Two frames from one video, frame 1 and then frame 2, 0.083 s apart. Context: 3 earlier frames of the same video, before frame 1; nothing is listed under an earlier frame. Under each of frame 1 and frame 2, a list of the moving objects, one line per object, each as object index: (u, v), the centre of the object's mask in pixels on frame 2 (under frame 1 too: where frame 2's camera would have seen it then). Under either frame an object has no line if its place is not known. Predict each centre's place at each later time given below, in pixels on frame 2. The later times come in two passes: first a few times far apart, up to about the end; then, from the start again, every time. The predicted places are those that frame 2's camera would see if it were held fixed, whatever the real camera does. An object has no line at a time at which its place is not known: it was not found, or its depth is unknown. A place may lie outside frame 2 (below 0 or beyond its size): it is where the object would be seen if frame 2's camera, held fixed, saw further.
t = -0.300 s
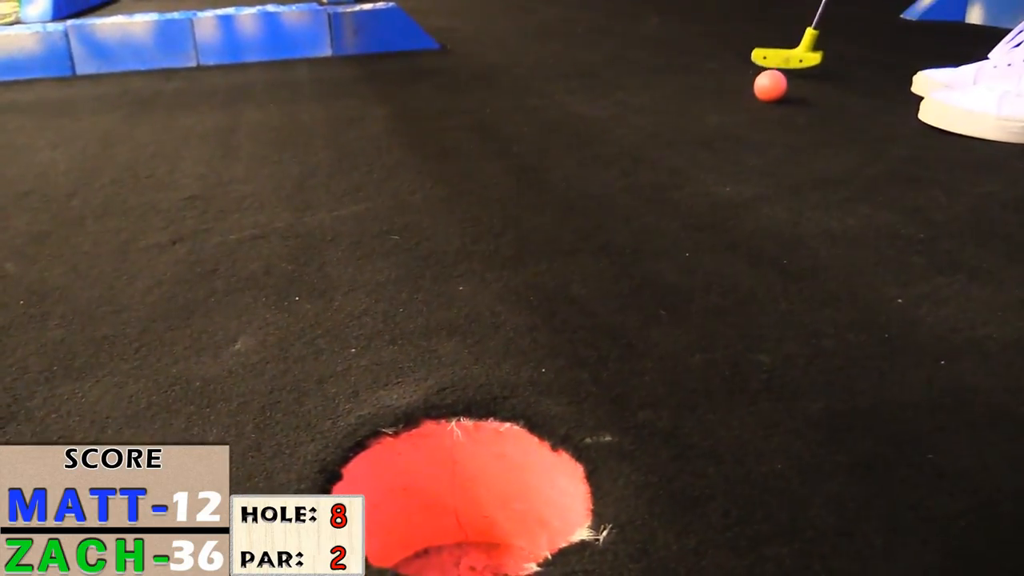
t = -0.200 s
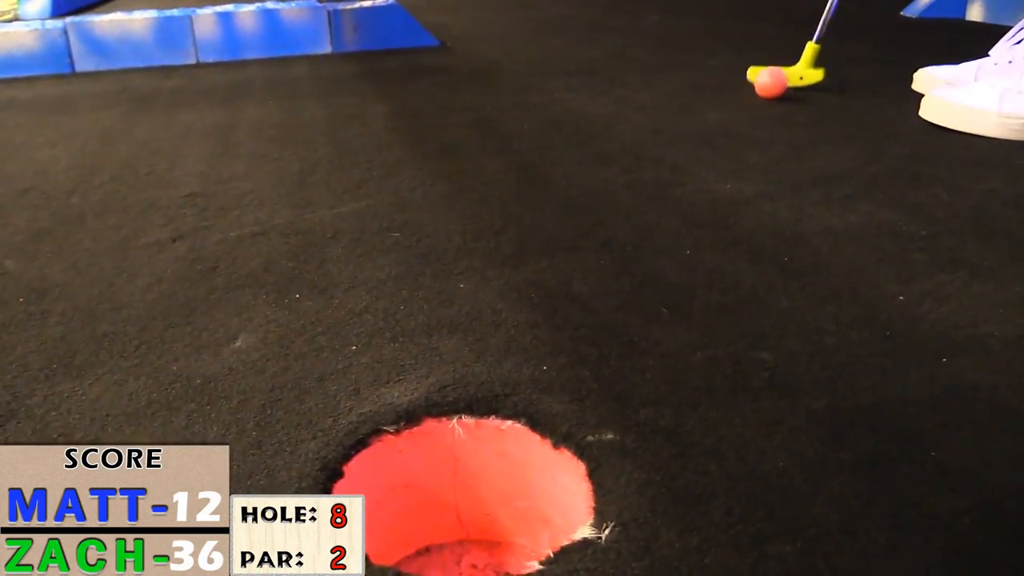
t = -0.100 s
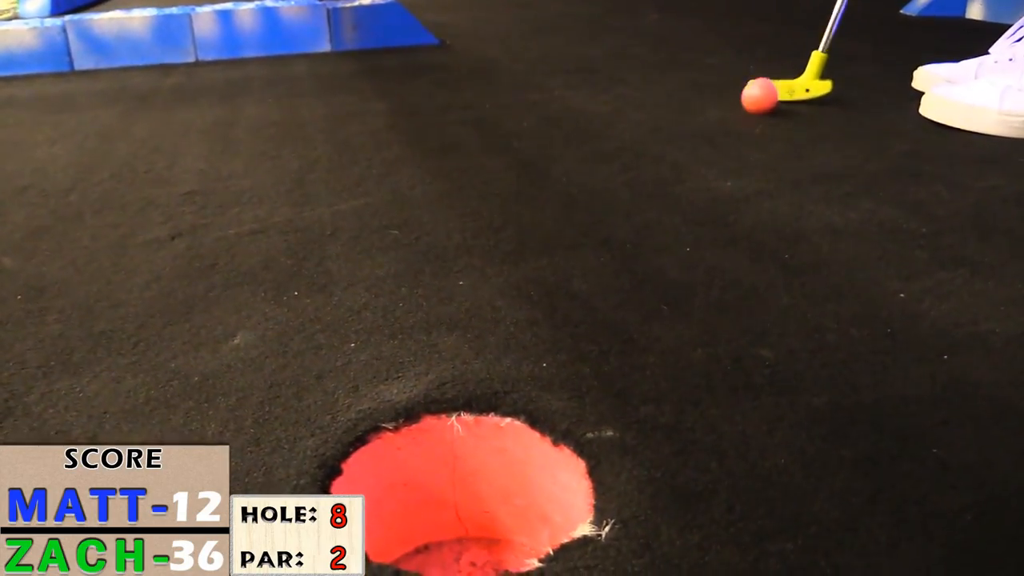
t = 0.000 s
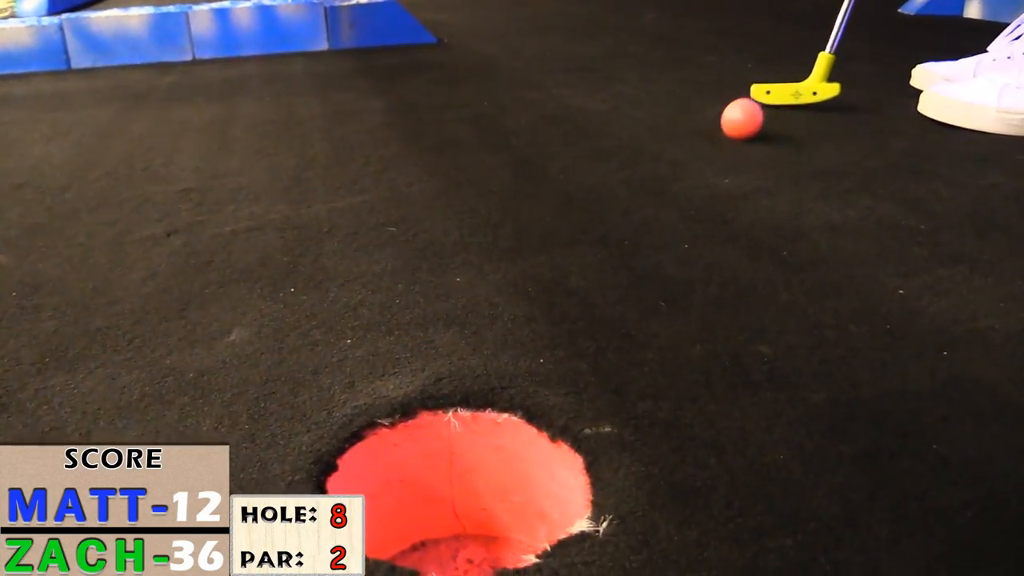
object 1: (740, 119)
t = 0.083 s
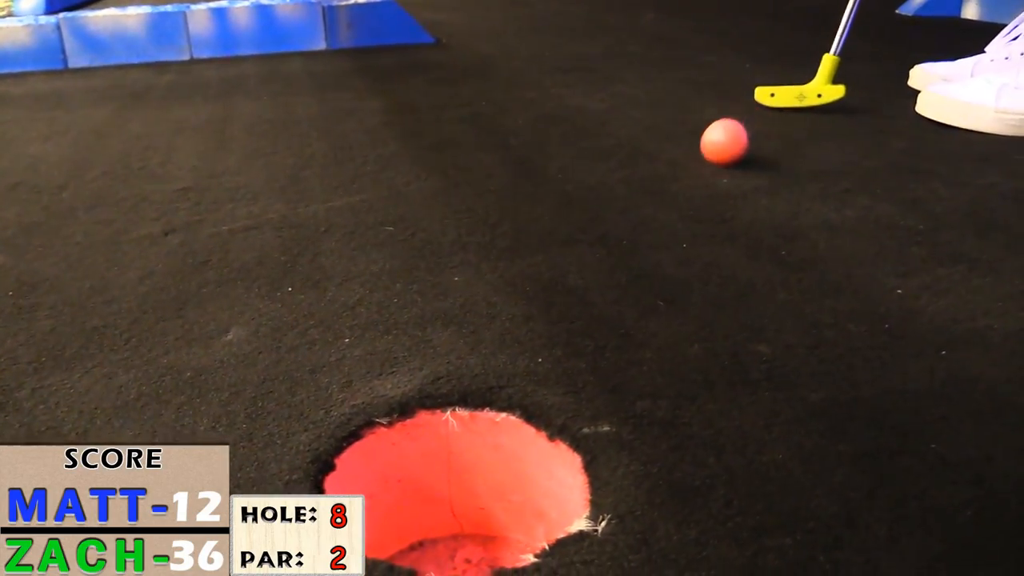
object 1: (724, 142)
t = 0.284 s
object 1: (672, 218)
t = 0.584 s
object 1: (529, 398)
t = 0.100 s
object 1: (721, 147)
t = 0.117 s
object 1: (717, 151)
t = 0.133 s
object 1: (713, 157)
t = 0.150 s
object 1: (710, 161)
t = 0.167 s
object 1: (706, 168)
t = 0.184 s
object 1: (702, 175)
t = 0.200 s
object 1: (698, 181)
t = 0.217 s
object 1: (693, 188)
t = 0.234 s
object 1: (688, 195)
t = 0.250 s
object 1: (683, 203)
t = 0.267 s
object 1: (677, 210)
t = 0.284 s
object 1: (672, 218)
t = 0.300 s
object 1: (666, 225)
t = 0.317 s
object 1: (660, 232)
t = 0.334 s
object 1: (653, 241)
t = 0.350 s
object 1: (646, 249)
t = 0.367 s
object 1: (638, 258)
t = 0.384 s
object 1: (630, 266)
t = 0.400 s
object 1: (622, 274)
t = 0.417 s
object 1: (614, 281)
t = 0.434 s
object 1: (606, 292)
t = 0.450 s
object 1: (597, 300)
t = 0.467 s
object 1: (589, 310)
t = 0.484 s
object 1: (581, 319)
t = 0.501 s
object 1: (573, 328)
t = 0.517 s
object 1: (564, 340)
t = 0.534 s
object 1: (556, 353)
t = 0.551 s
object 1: (547, 366)
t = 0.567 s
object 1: (539, 378)
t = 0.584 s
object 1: (529, 398)
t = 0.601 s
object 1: (514, 431)
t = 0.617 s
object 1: (501, 483)
